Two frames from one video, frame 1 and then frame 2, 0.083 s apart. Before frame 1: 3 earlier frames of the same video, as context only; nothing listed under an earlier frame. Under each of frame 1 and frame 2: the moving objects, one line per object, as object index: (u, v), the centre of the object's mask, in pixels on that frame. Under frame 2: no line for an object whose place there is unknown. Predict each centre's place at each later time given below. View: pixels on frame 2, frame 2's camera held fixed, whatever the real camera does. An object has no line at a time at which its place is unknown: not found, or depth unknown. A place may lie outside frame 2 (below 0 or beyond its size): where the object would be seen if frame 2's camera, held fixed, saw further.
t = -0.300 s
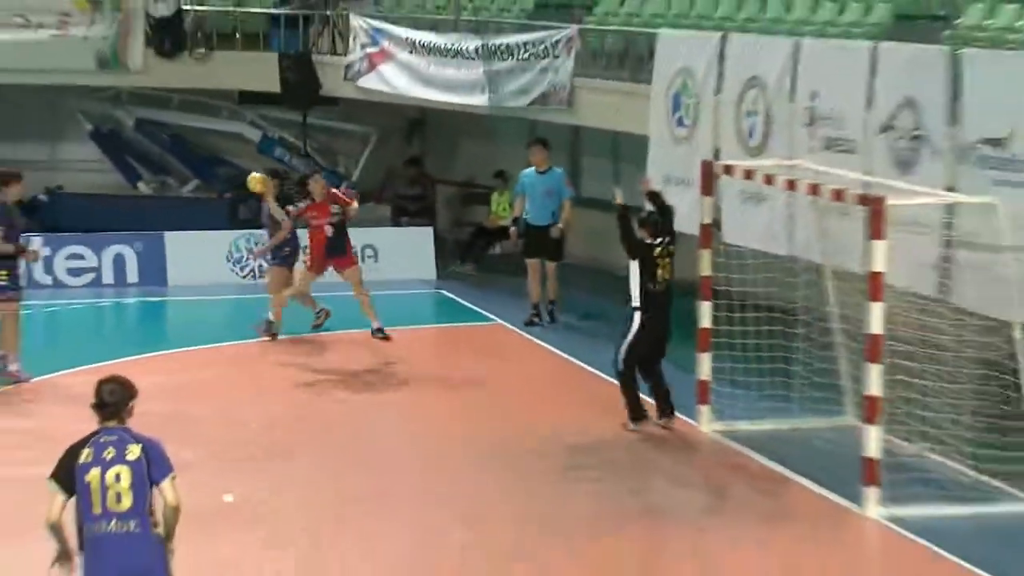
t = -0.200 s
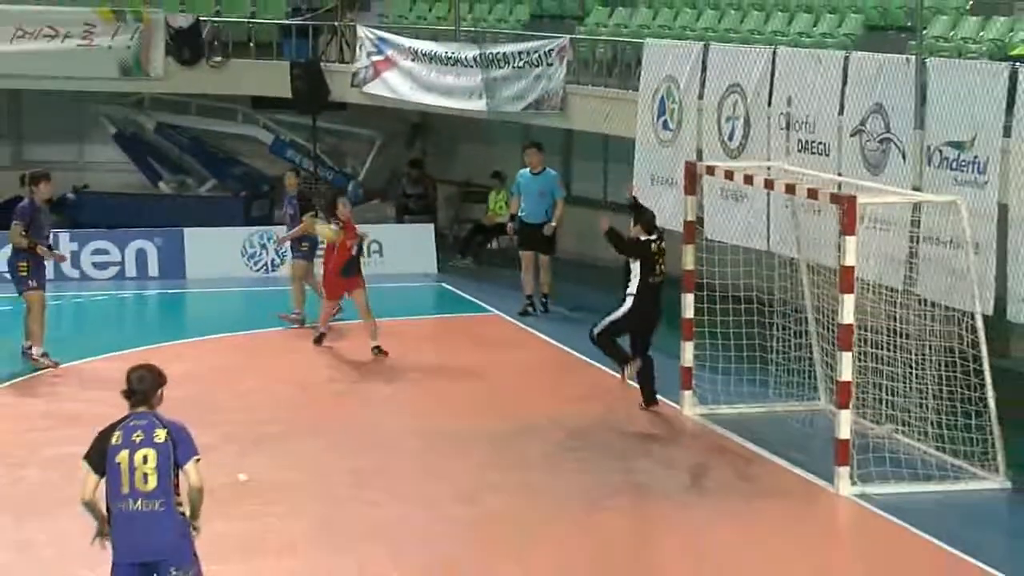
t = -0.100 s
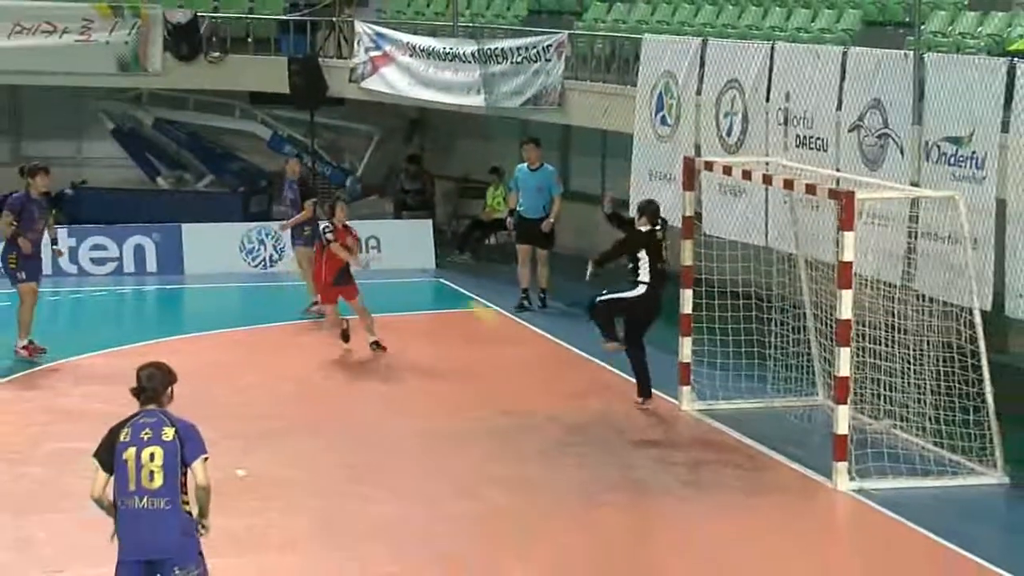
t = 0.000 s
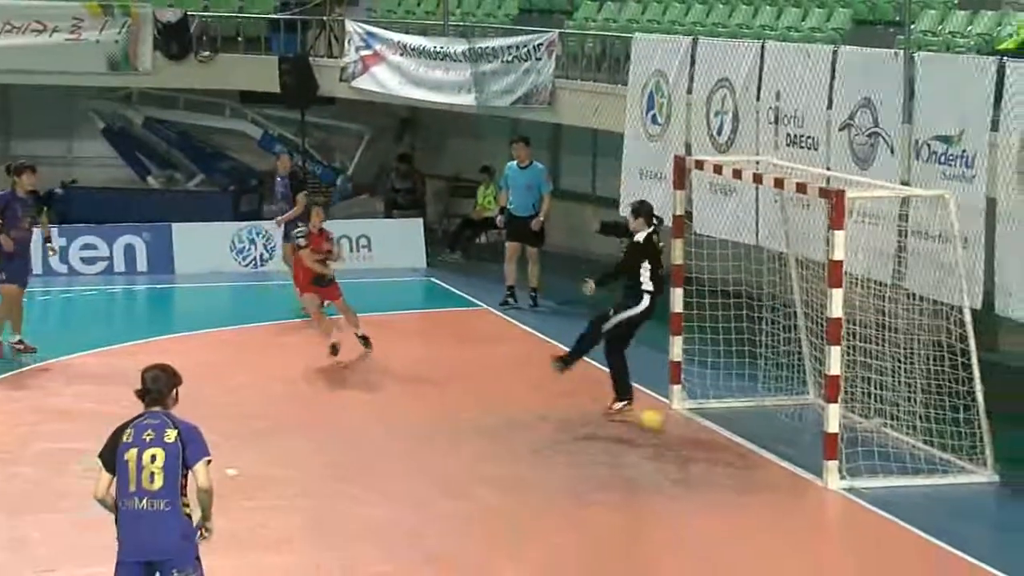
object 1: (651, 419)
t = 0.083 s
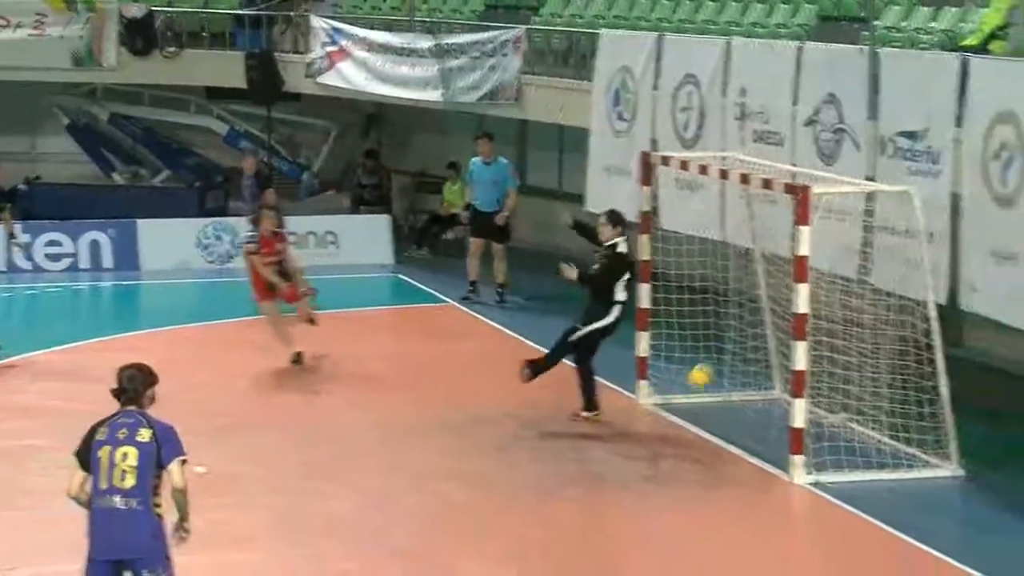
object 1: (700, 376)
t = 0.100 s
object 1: (717, 369)
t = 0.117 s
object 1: (732, 363)
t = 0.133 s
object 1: (752, 354)
